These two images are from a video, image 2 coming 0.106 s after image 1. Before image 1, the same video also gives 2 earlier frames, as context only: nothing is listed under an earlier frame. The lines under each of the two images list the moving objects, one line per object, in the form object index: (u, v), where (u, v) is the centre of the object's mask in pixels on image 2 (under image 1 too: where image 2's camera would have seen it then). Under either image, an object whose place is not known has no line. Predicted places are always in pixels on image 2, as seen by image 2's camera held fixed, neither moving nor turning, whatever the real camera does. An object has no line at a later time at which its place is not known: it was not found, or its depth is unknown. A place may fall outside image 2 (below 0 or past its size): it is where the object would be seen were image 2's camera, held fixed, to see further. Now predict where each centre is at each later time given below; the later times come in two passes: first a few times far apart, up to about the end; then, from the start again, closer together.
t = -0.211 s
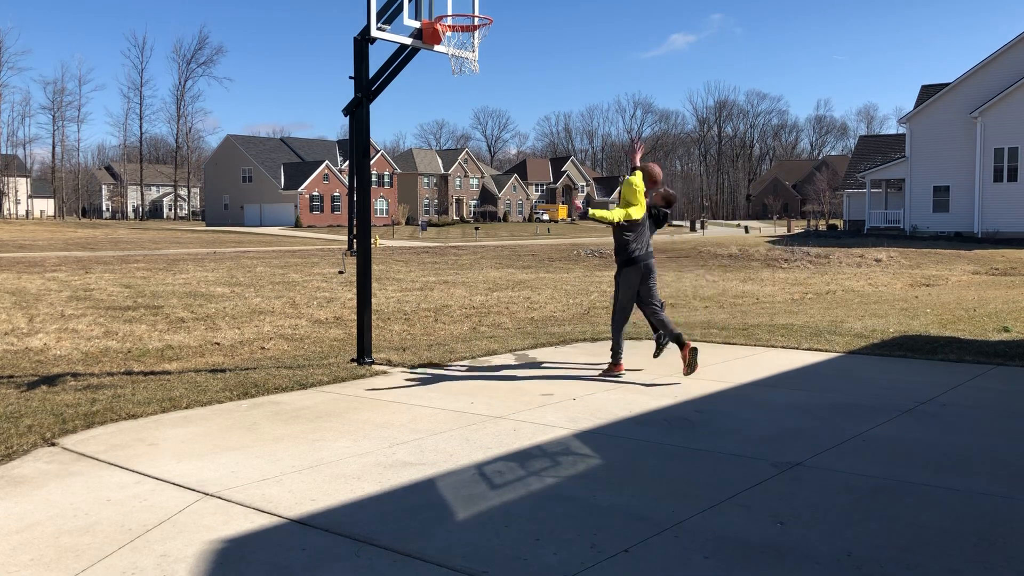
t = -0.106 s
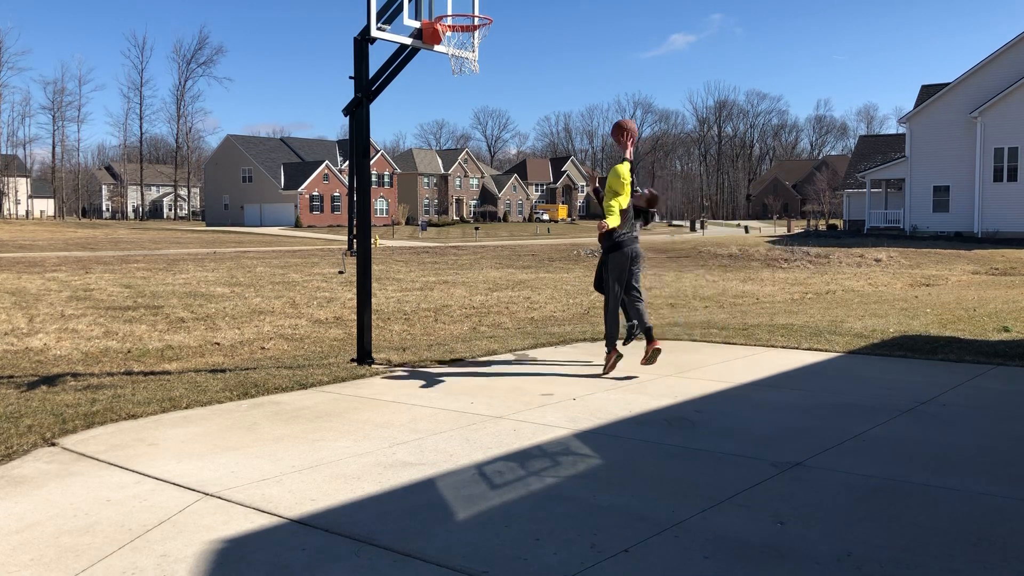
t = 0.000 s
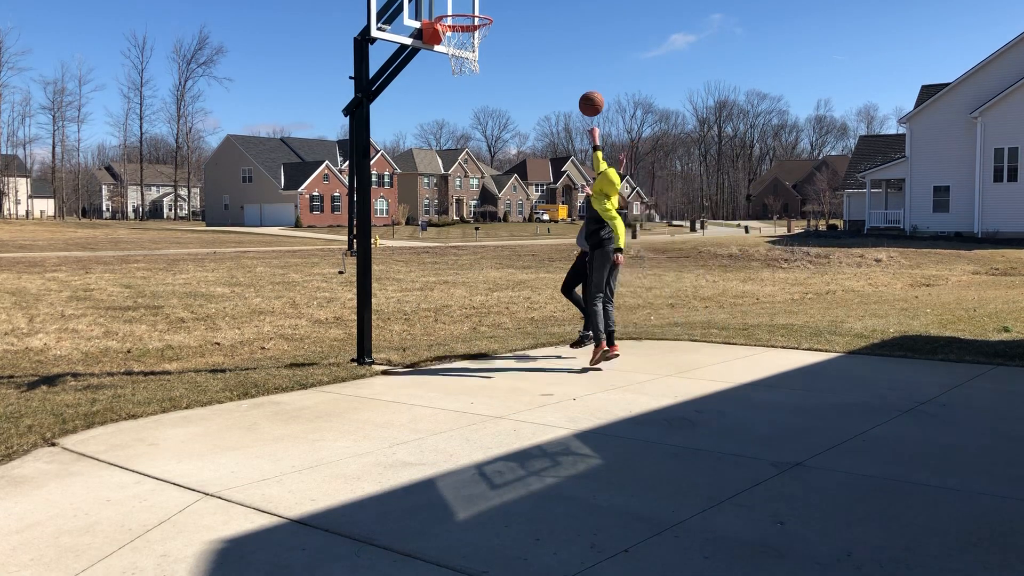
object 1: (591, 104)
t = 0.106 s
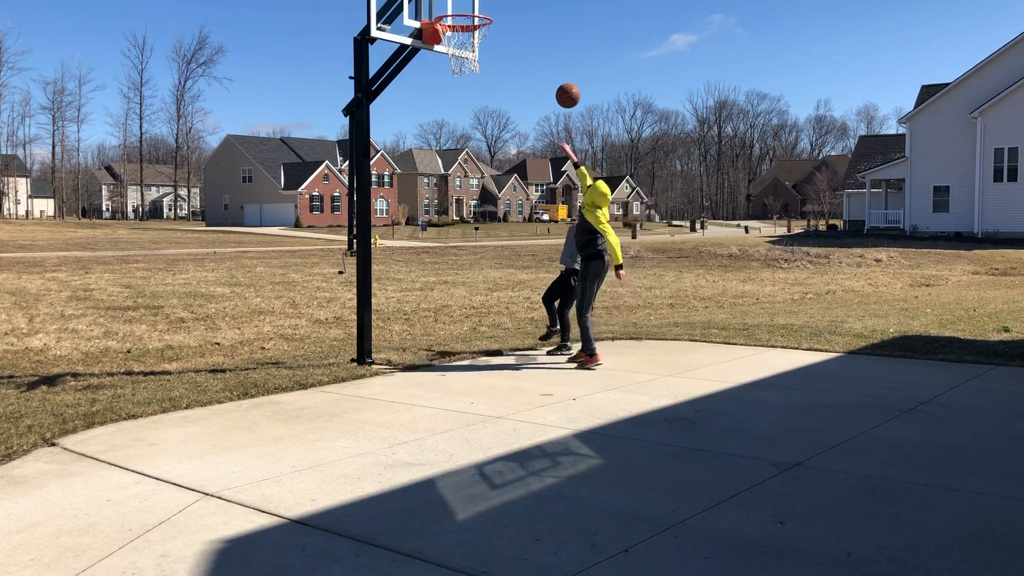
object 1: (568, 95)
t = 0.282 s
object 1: (532, 104)
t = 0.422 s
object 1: (506, 130)
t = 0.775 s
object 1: (442, 271)
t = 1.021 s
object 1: (413, 307)
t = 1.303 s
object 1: (383, 278)
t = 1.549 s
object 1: (355, 306)
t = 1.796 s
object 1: (341, 325)
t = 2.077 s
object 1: (319, 327)
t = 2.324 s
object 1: (309, 325)
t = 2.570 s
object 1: (300, 323)
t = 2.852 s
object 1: (296, 322)
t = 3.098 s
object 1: (292, 322)
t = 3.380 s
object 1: (291, 321)
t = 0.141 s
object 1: (560, 95)
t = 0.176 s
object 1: (553, 96)
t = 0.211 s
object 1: (546, 98)
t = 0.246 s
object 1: (539, 100)
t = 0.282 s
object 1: (532, 104)
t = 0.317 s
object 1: (525, 110)
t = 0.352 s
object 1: (518, 115)
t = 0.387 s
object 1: (512, 122)
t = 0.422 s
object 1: (506, 130)
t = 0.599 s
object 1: (475, 183)
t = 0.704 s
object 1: (453, 238)
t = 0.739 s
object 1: (448, 253)
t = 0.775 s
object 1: (442, 271)
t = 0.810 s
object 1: (438, 287)
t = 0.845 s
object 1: (433, 305)
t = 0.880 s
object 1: (428, 323)
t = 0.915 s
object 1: (424, 332)
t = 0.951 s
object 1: (420, 323)
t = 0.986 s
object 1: (417, 315)
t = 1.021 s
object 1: (413, 307)
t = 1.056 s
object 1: (409, 300)
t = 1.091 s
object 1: (407, 294)
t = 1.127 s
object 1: (403, 289)
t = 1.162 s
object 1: (400, 285)
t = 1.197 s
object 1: (396, 282)
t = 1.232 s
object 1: (392, 280)
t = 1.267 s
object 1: (386, 278)
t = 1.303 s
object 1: (383, 278)
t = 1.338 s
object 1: (380, 279)
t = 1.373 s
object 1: (377, 282)
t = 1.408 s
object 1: (377, 284)
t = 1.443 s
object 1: (375, 289)
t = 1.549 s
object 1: (355, 306)
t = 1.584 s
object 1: (353, 313)
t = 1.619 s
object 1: (351, 321)
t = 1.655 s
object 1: (349, 330)
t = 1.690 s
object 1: (348, 330)
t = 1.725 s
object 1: (345, 328)
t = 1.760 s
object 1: (343, 326)
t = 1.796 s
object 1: (341, 325)
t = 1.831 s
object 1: (338, 325)
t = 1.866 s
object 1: (336, 326)
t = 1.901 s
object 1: (331, 328)
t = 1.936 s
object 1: (328, 327)
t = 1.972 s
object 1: (326, 327)
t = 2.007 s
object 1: (324, 327)
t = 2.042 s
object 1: (322, 327)
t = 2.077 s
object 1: (319, 327)
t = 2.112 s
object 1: (318, 326)
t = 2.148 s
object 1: (316, 325)
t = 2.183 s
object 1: (315, 325)
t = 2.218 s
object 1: (313, 325)
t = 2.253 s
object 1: (312, 325)
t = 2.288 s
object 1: (310, 326)
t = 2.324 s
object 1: (309, 325)
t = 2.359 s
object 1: (308, 324)
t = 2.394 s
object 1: (307, 324)
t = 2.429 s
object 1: (306, 323)
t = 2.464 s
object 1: (305, 323)
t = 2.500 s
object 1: (303, 323)
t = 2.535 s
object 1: (302, 324)
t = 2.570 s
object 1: (300, 323)
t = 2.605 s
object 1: (300, 323)
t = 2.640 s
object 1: (299, 323)
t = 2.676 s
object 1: (298, 323)
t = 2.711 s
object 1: (298, 323)
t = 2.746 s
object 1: (298, 323)
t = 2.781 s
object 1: (297, 323)
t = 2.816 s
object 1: (297, 323)
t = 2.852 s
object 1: (296, 322)
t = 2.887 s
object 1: (295, 322)
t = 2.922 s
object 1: (295, 322)
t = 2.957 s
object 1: (295, 322)
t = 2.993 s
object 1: (294, 322)
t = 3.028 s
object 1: (293, 322)
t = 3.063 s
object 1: (292, 322)
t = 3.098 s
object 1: (292, 322)
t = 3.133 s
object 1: (292, 322)
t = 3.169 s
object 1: (291, 322)
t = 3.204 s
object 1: (291, 322)
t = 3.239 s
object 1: (291, 321)
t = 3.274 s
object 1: (291, 321)
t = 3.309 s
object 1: (291, 321)
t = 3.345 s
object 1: (291, 321)
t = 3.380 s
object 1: (291, 321)
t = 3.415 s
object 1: (291, 321)
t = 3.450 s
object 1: (291, 321)
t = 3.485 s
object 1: (291, 321)
